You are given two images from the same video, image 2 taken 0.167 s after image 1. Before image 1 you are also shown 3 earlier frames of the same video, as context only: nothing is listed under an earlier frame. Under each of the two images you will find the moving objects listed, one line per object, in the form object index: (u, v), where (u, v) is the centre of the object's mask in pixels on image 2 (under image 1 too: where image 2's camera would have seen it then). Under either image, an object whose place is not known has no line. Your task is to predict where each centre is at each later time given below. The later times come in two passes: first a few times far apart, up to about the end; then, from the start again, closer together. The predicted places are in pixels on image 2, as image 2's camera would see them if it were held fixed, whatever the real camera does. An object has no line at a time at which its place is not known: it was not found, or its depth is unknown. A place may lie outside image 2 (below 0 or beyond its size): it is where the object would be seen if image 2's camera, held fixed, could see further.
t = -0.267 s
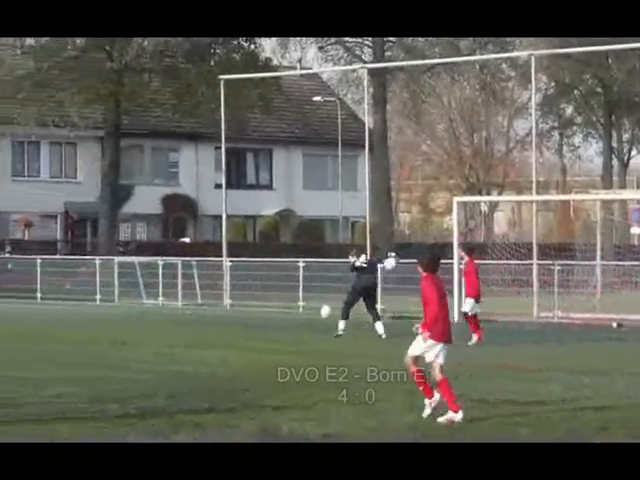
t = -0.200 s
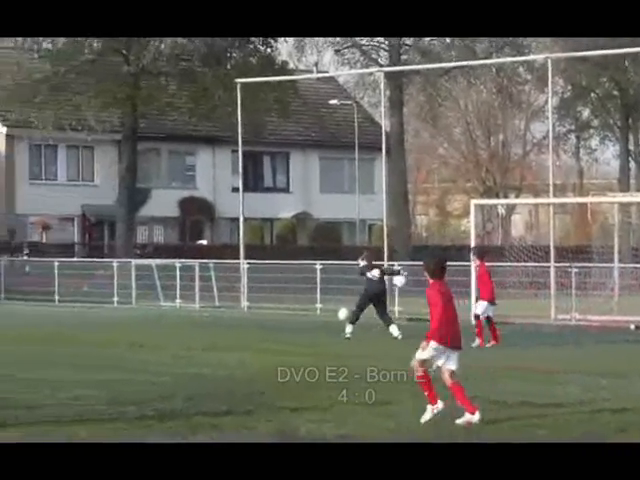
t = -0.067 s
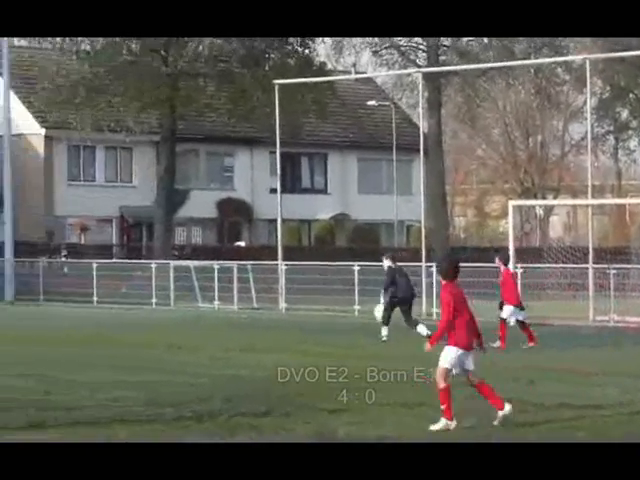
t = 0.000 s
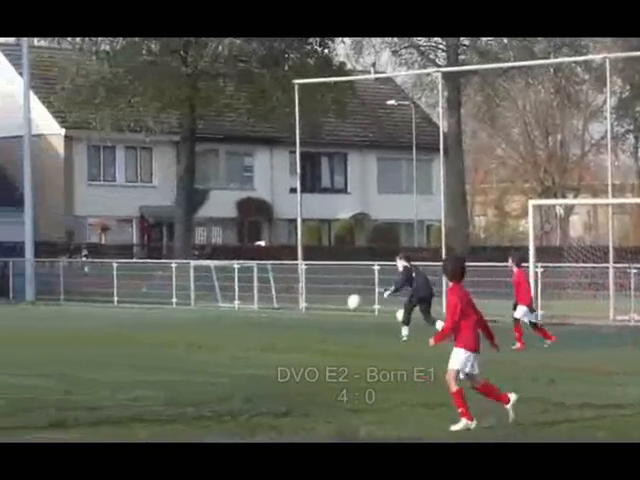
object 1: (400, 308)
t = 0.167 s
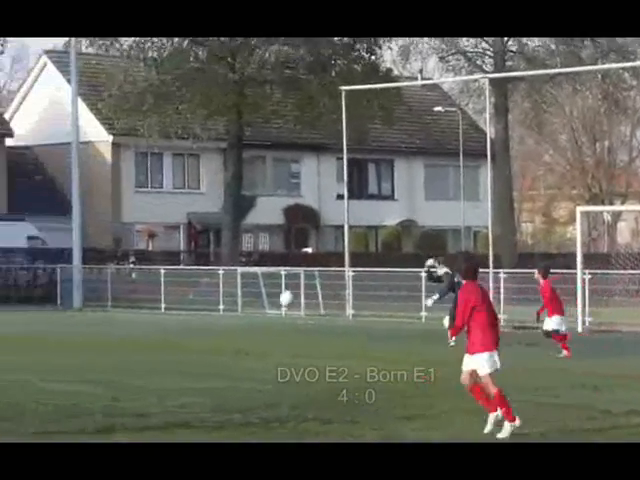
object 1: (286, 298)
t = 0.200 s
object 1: (263, 299)
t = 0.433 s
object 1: (119, 327)
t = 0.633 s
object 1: (28, 313)
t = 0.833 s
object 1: (-53, 316)
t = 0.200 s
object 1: (263, 299)
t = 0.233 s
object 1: (242, 299)
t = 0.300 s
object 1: (200, 305)
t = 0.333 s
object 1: (180, 310)
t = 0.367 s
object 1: (158, 315)
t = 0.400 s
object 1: (138, 320)
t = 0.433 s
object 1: (119, 327)
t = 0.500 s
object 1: (86, 328)
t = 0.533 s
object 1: (71, 323)
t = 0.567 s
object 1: (56, 319)
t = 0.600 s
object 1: (42, 316)
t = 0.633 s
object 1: (28, 313)
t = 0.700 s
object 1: (0, 311)
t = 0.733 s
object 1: (-14, 312)
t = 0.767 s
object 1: (-27, 312)
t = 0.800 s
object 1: (-41, 314)
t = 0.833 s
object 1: (-53, 316)
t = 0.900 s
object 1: (-80, 324)
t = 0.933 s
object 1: (-94, 329)
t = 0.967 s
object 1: (-106, 332)
